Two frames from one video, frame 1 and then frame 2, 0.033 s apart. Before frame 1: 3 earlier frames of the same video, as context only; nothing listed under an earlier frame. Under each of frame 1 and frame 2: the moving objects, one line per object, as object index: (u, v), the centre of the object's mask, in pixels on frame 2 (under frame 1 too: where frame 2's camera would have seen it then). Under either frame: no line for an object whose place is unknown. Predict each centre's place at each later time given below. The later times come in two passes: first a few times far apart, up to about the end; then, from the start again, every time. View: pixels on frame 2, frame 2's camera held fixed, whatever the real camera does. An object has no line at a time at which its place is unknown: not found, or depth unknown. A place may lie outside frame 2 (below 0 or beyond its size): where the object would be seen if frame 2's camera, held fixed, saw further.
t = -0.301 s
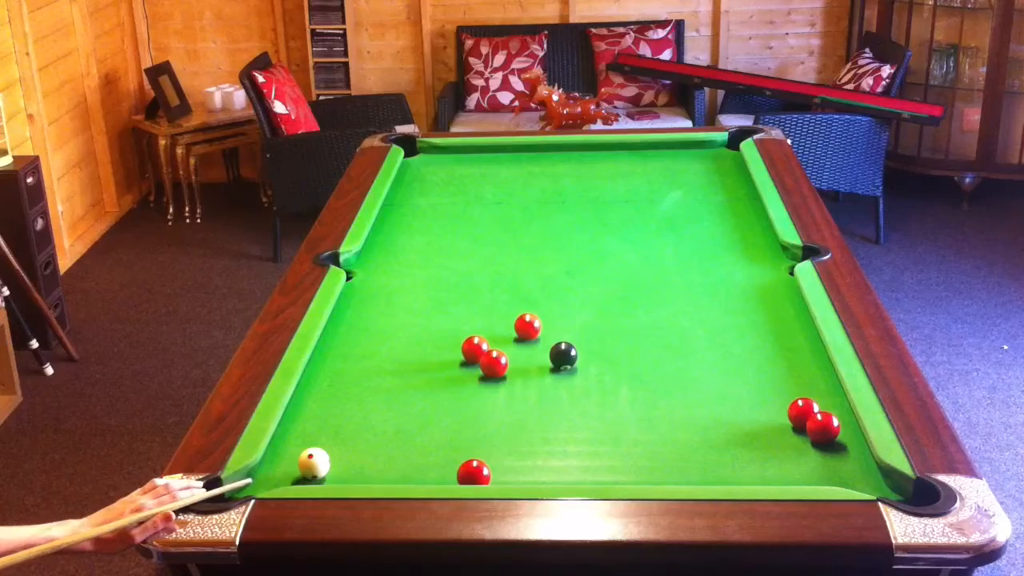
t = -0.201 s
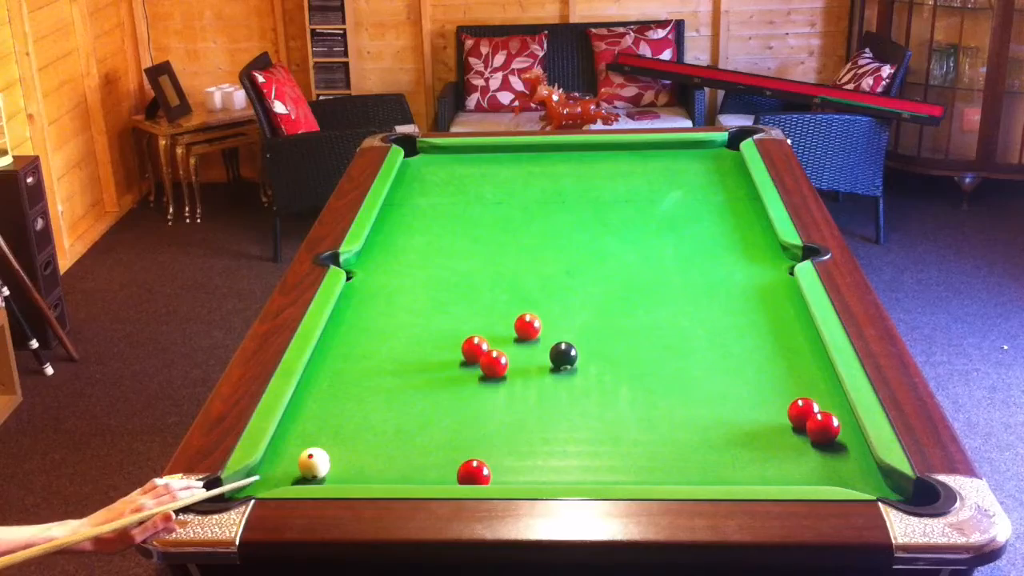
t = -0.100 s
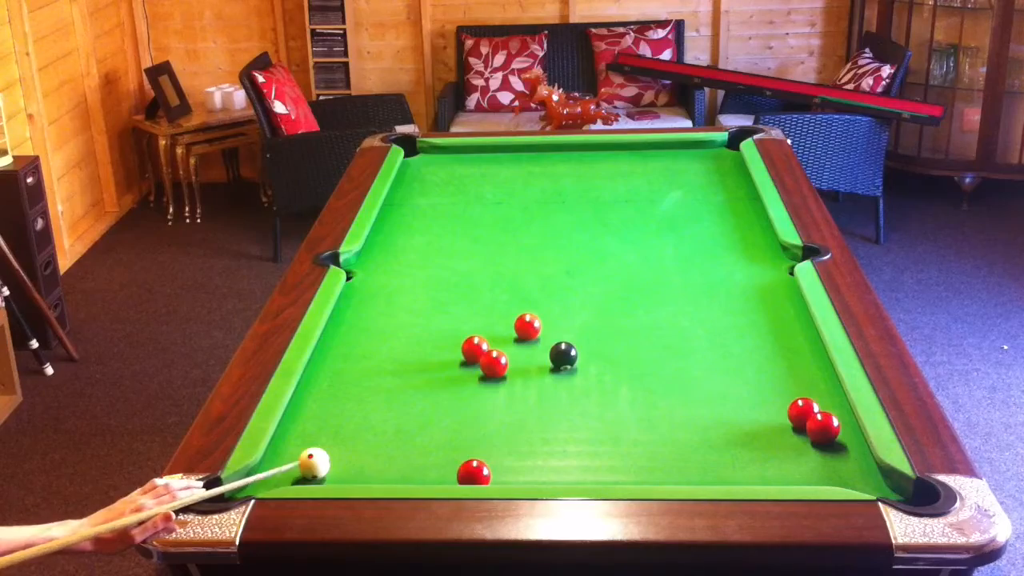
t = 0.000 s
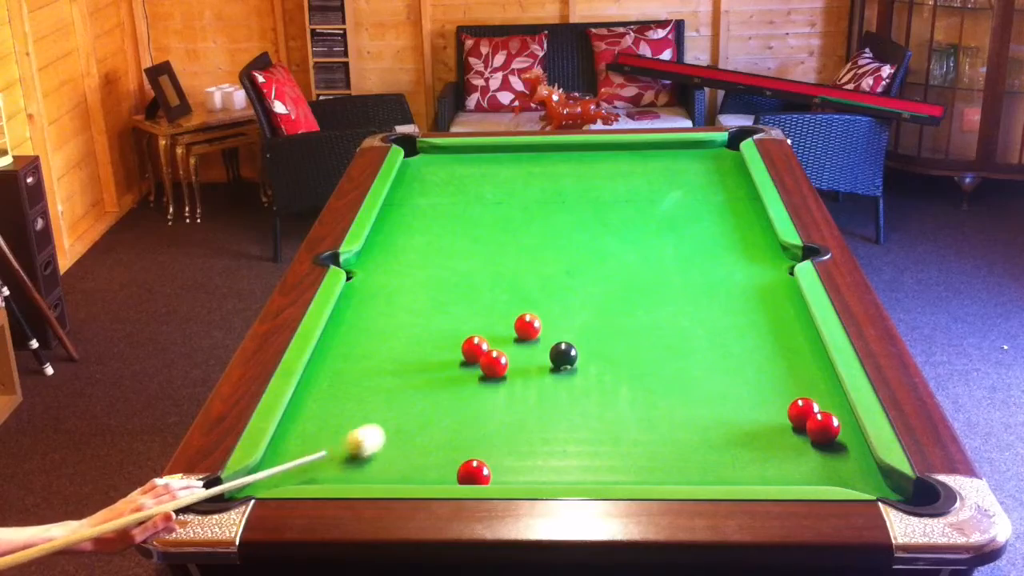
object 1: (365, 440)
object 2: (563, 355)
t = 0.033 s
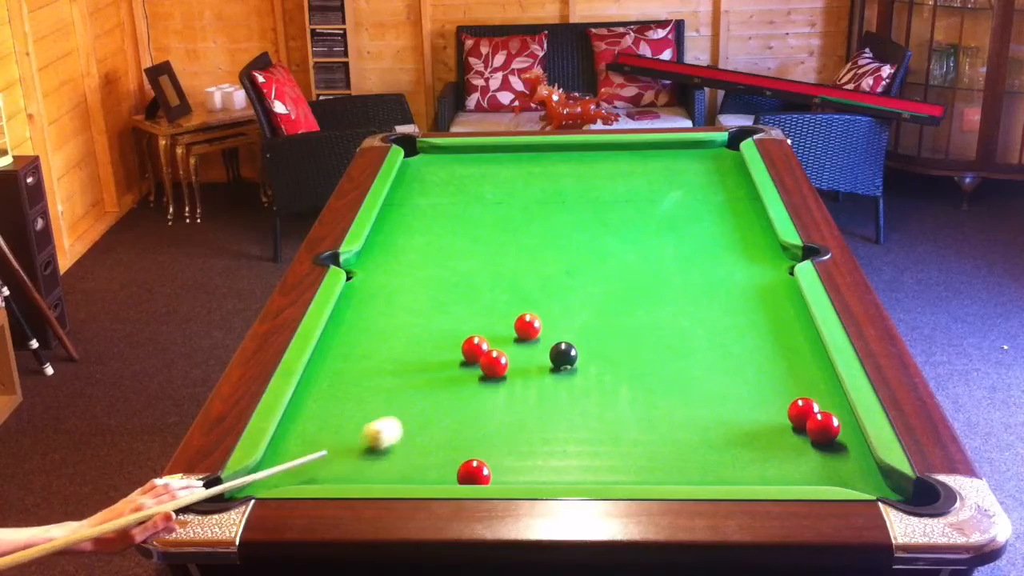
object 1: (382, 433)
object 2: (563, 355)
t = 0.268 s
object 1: (498, 383)
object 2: (563, 355)
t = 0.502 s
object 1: (544, 362)
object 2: (600, 341)
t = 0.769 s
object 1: (557, 354)
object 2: (655, 318)
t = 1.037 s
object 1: (566, 349)
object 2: (703, 297)
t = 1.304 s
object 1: (574, 344)
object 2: (747, 281)
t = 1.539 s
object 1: (579, 342)
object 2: (780, 268)
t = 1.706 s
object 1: (580, 342)
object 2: (793, 264)
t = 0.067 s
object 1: (400, 425)
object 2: (563, 355)
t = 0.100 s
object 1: (418, 418)
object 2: (563, 355)
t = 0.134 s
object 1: (435, 411)
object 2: (563, 355)
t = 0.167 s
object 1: (451, 404)
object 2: (563, 355)
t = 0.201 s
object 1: (467, 396)
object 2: (563, 355)
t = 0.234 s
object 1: (483, 390)
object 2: (563, 355)
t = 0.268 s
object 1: (498, 383)
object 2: (563, 355)
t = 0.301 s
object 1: (513, 377)
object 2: (563, 355)
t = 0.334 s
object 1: (526, 371)
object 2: (563, 355)
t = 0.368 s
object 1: (540, 365)
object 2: (564, 355)
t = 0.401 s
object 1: (542, 364)
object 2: (573, 351)
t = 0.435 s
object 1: (542, 364)
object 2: (584, 346)
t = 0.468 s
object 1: (543, 363)
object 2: (592, 344)
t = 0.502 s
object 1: (544, 362)
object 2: (600, 341)
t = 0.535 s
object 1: (546, 361)
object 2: (607, 337)
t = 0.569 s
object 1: (548, 360)
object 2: (615, 334)
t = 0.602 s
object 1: (549, 359)
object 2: (622, 331)
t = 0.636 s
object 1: (551, 358)
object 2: (628, 329)
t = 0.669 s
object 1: (552, 357)
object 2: (635, 326)
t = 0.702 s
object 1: (554, 356)
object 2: (642, 323)
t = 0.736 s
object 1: (555, 355)
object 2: (649, 320)
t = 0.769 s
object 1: (557, 354)
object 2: (655, 318)
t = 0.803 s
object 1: (558, 354)
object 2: (661, 315)
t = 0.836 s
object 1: (559, 353)
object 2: (668, 312)
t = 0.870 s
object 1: (561, 352)
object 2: (675, 309)
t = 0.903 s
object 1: (562, 351)
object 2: (681, 307)
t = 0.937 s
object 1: (563, 350)
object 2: (686, 304)
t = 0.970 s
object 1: (564, 350)
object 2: (692, 302)
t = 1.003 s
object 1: (565, 350)
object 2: (698, 300)
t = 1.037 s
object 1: (566, 349)
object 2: (703, 297)
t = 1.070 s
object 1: (567, 348)
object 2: (709, 295)
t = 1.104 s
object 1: (568, 347)
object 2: (715, 293)
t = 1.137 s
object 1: (569, 347)
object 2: (720, 291)
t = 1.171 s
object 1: (570, 346)
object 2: (726, 288)
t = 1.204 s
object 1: (571, 346)
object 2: (731, 286)
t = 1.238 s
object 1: (572, 345)
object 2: (736, 284)
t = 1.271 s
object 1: (573, 345)
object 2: (742, 283)
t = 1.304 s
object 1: (574, 344)
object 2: (747, 281)
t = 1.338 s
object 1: (575, 344)
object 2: (752, 279)
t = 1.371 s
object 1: (575, 343)
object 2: (756, 277)
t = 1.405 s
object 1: (576, 343)
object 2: (761, 275)
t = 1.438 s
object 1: (577, 343)
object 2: (766, 273)
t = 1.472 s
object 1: (578, 343)
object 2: (770, 272)
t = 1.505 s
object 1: (578, 342)
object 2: (775, 269)
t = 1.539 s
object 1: (579, 342)
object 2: (780, 268)
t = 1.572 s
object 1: (579, 342)
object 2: (784, 266)
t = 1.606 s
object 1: (580, 342)
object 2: (787, 264)
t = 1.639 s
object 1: (580, 342)
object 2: (790, 263)
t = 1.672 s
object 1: (580, 342)
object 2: (792, 262)
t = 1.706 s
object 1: (580, 342)
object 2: (793, 264)
